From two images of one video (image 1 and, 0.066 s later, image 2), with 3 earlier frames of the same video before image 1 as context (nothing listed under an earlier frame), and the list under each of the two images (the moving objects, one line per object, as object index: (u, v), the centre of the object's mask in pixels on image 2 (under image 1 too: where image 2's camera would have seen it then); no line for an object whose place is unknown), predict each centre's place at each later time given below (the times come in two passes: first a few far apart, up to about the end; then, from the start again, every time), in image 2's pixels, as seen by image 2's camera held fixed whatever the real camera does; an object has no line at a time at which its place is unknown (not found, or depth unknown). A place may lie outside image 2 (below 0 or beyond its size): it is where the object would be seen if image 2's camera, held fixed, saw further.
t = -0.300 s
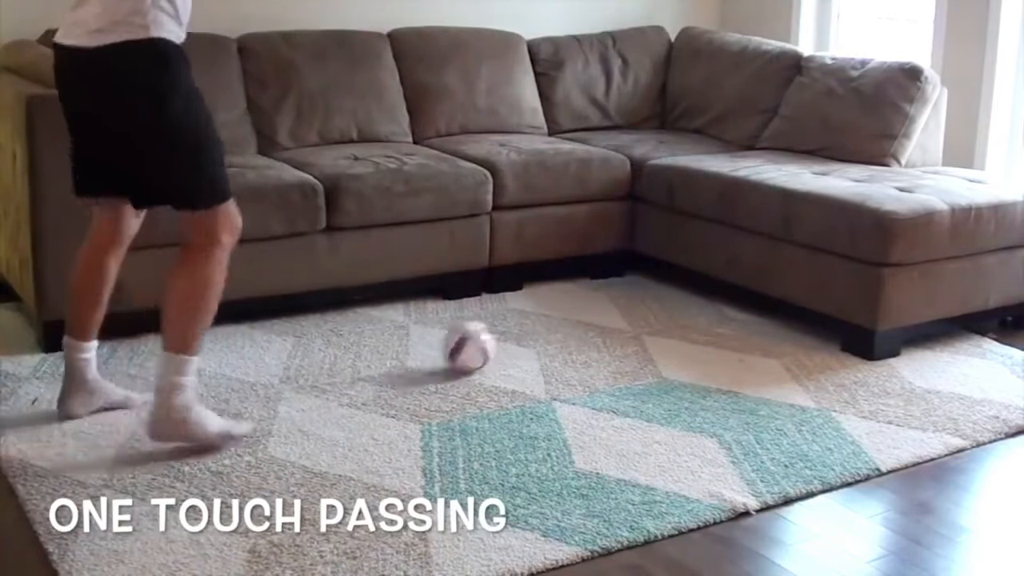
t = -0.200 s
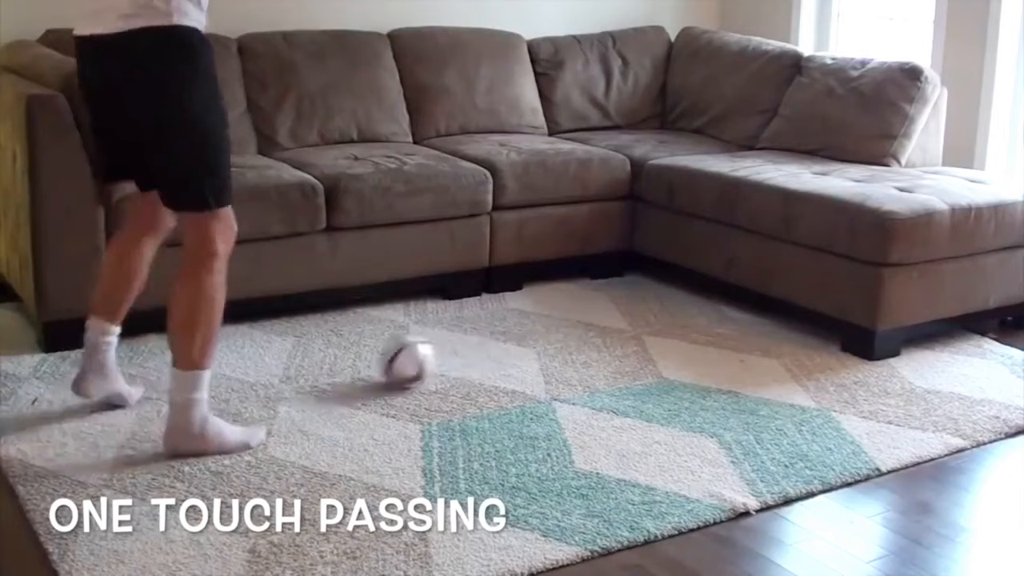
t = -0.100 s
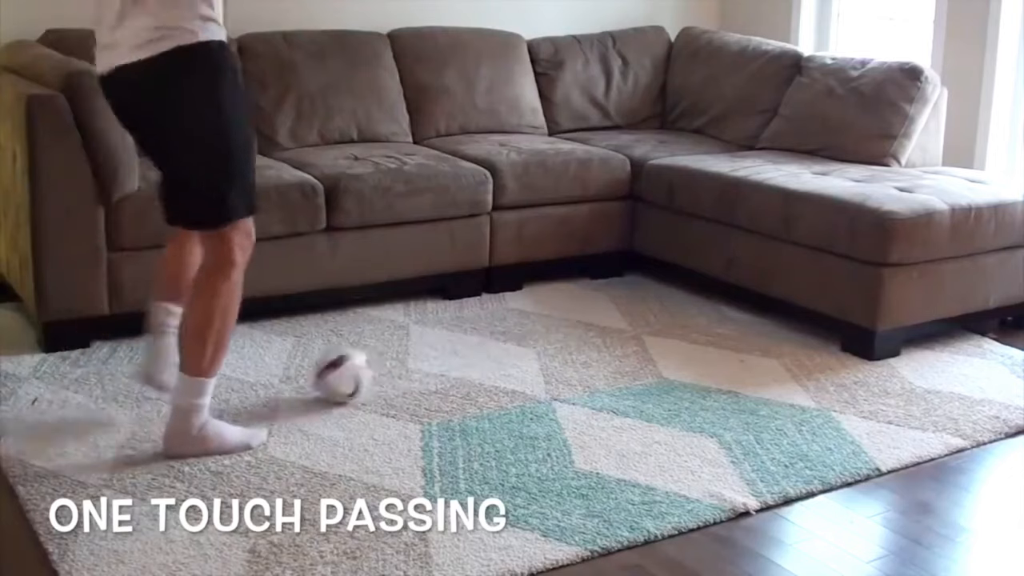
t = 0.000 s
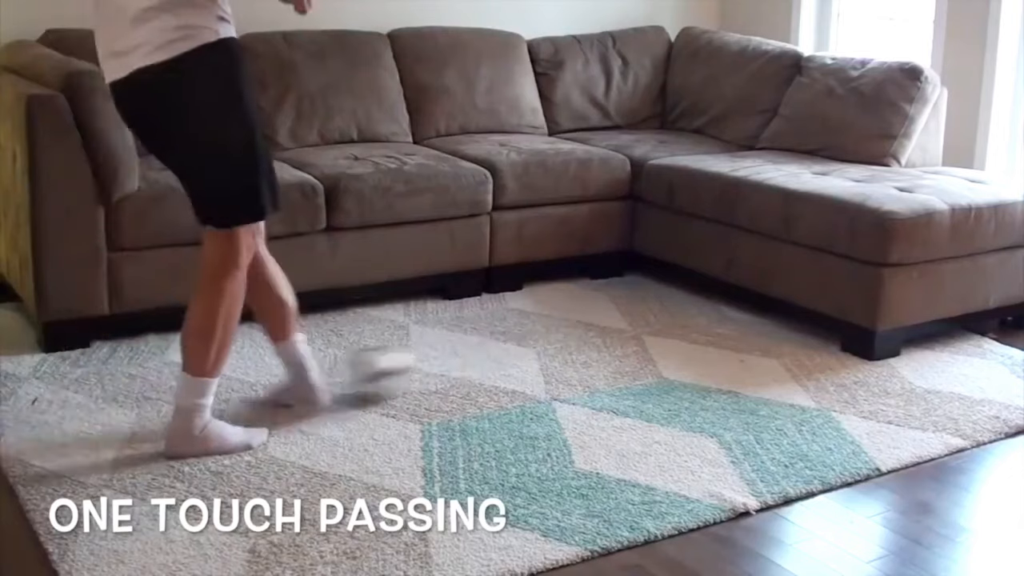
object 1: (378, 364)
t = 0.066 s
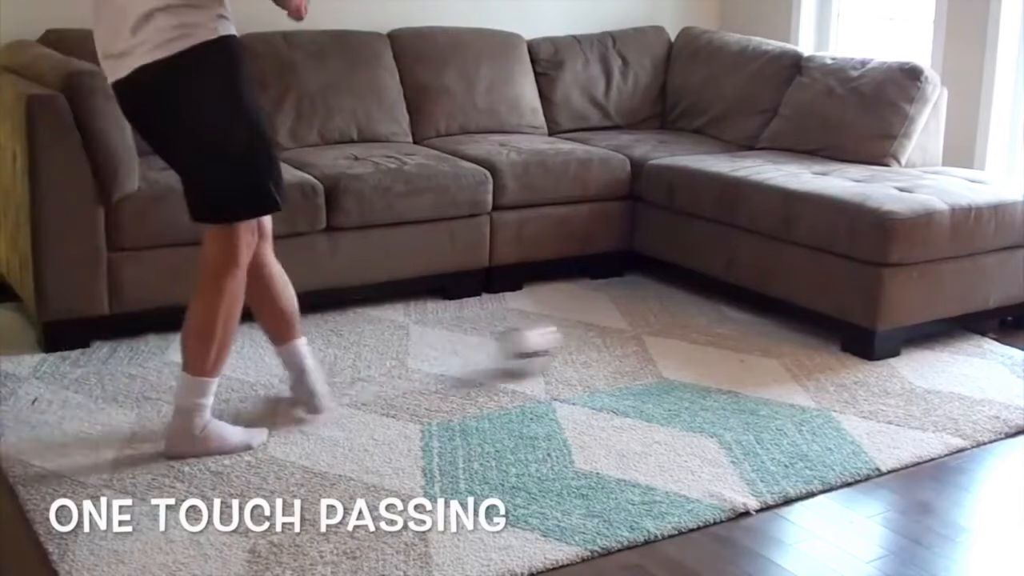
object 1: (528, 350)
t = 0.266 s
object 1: (723, 314)
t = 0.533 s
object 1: (494, 352)
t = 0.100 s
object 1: (591, 340)
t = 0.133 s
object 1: (650, 331)
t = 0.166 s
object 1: (703, 322)
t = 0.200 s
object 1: (752, 313)
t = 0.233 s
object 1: (750, 314)
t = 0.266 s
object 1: (723, 314)
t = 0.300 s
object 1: (695, 316)
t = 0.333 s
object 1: (663, 325)
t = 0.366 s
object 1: (634, 332)
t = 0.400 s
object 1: (607, 333)
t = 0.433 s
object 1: (577, 337)
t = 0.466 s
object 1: (549, 343)
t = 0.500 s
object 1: (521, 345)
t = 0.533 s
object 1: (494, 352)
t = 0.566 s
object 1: (466, 354)
